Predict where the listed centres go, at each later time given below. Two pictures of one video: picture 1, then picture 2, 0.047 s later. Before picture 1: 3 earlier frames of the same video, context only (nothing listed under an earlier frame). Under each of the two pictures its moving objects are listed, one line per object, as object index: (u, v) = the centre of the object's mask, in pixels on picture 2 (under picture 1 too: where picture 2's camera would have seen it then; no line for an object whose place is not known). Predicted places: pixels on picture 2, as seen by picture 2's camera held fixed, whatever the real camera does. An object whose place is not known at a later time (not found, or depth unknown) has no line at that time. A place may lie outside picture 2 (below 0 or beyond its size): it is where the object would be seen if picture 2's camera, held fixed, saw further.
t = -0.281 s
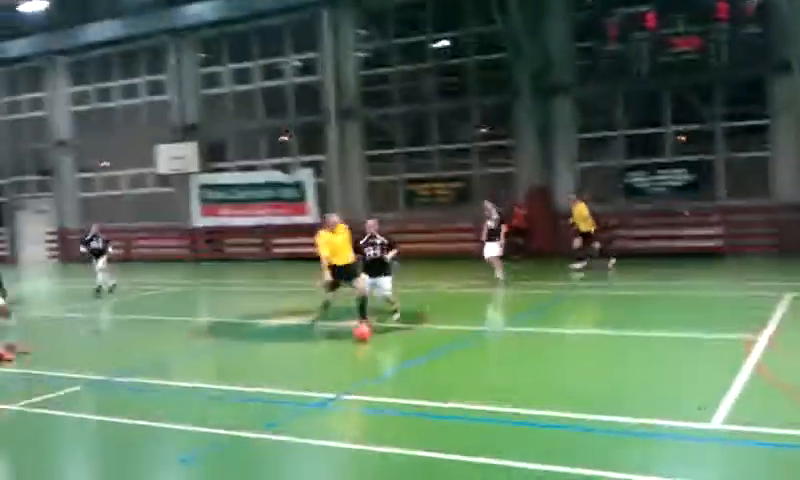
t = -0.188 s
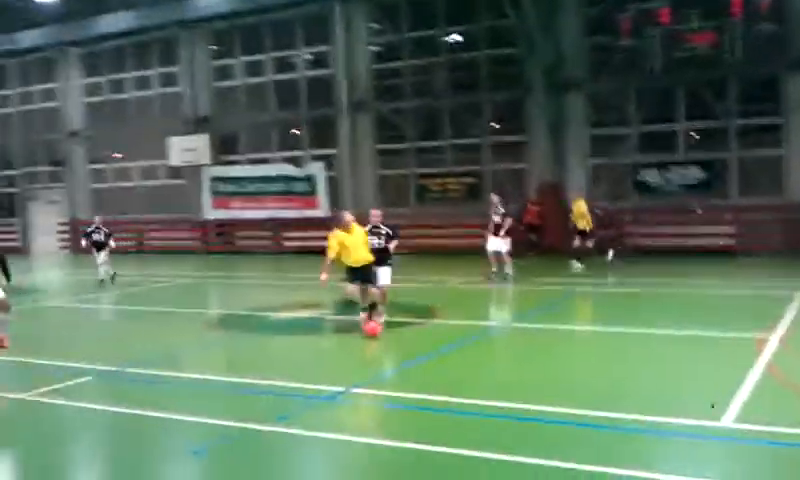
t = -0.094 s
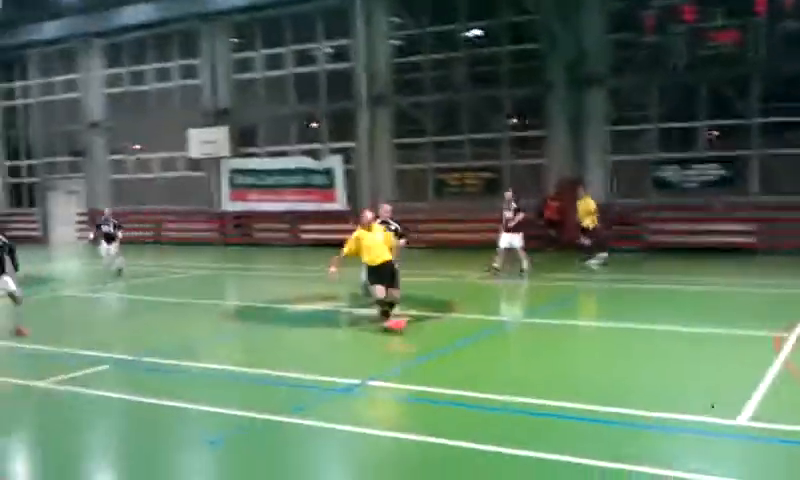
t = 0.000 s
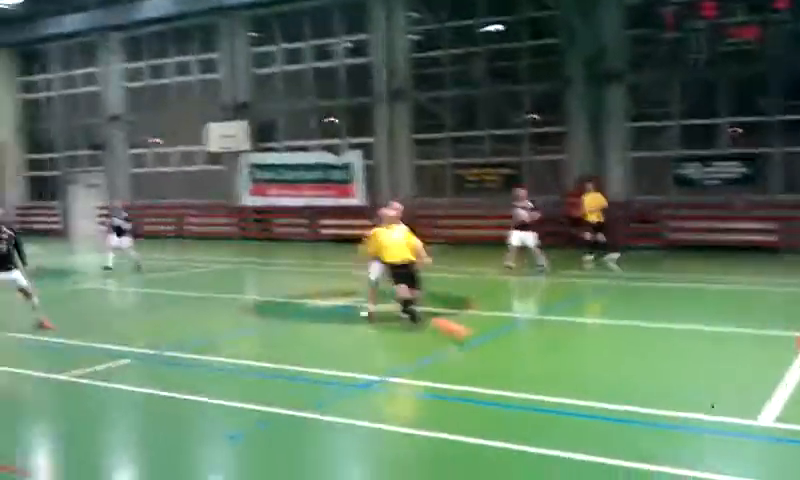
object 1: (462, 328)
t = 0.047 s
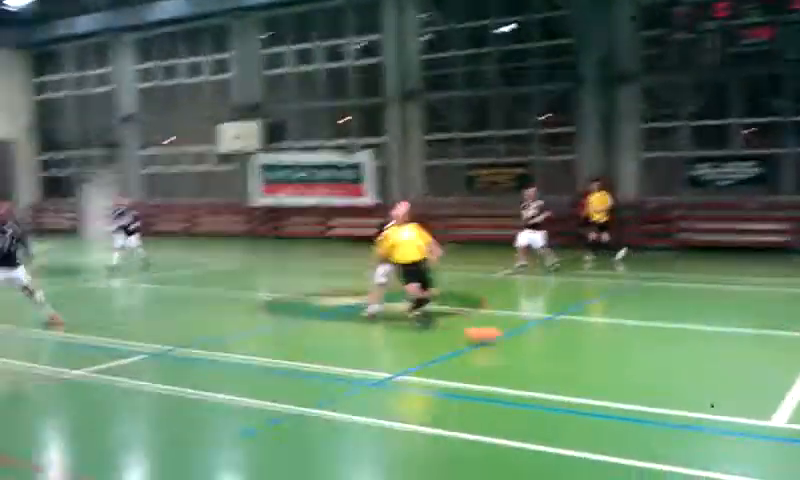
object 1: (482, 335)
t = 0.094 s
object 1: (500, 338)
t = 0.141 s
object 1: (521, 344)
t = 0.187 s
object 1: (545, 350)
